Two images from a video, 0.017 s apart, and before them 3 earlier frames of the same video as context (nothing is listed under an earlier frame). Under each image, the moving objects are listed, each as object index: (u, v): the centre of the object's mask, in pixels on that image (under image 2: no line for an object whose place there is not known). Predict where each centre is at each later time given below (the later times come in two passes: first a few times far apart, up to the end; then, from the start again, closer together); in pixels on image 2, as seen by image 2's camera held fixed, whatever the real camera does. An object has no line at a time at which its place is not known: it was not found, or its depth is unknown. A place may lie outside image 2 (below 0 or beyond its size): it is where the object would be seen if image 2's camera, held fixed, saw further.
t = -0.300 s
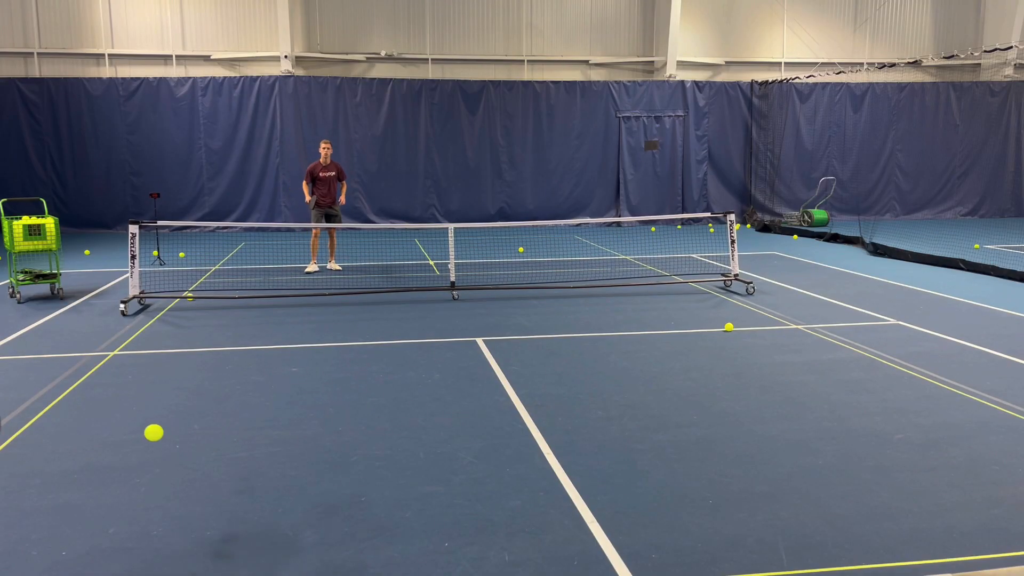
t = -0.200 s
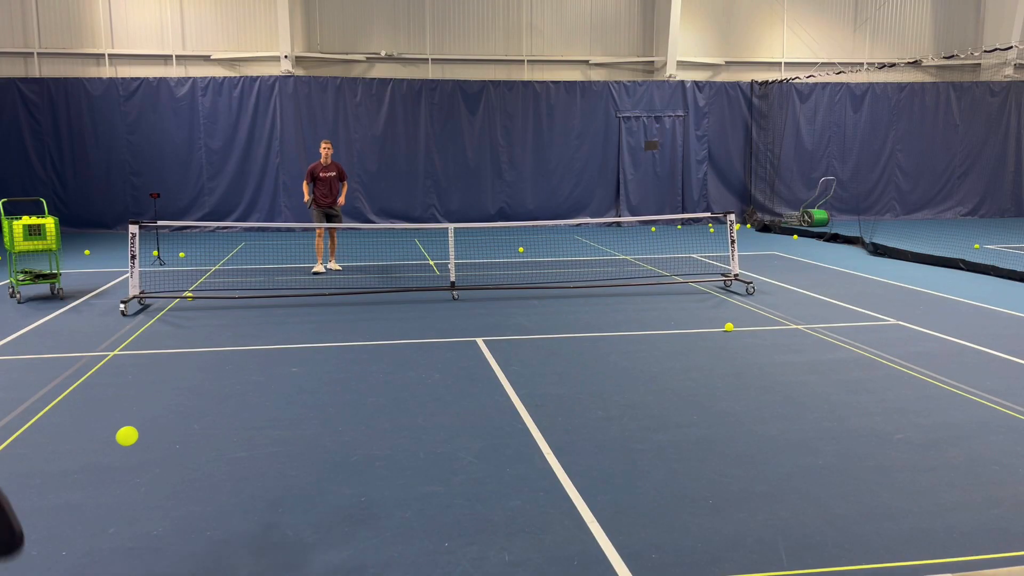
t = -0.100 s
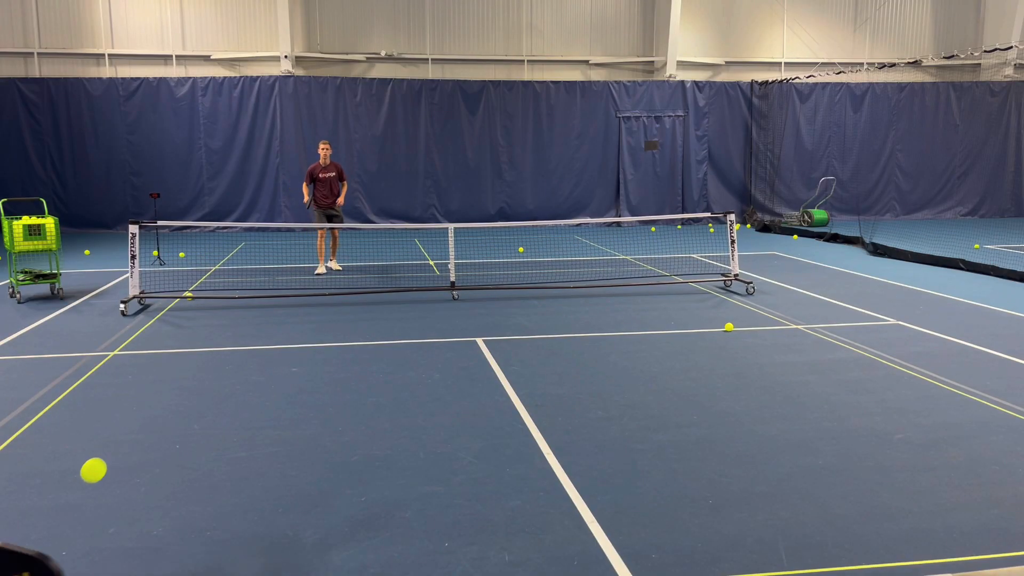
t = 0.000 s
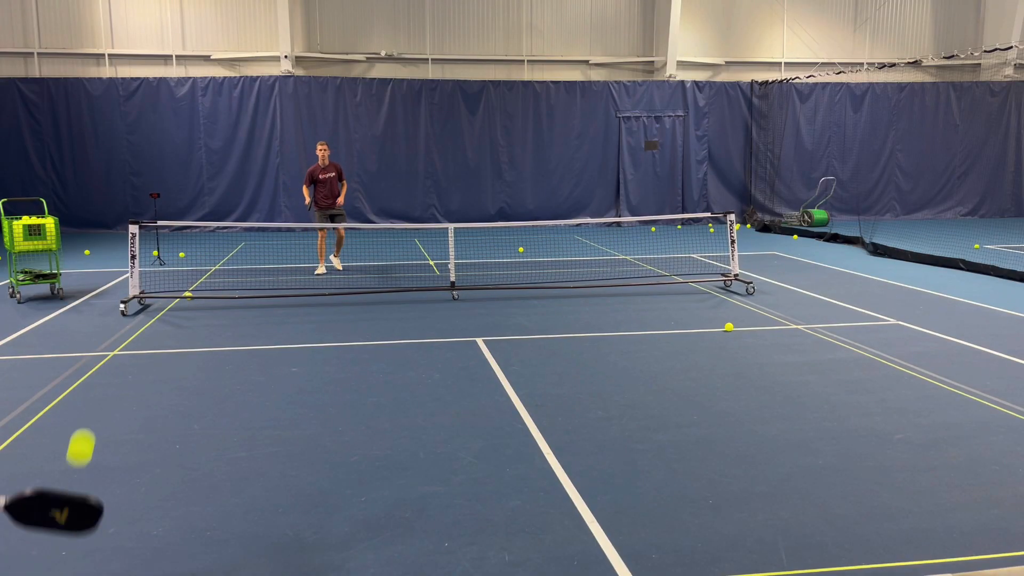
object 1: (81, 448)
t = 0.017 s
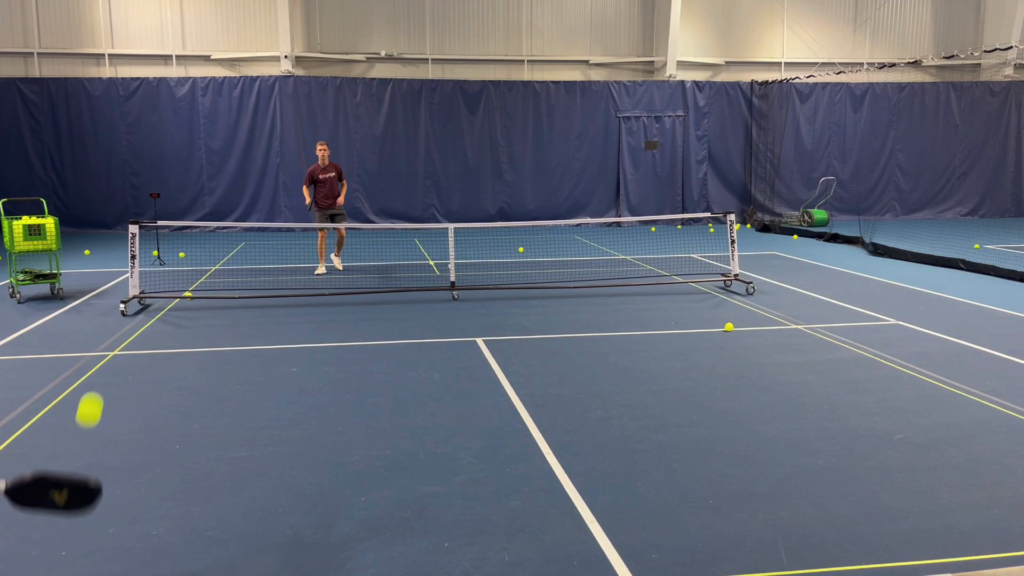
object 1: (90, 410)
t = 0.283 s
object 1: (173, 120)
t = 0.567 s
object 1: (216, 81)
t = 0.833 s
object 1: (241, 131)
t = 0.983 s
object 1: (251, 176)
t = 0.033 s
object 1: (98, 376)
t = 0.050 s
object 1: (106, 344)
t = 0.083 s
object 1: (119, 292)
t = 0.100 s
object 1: (125, 267)
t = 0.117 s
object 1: (131, 247)
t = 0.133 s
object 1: (136, 227)
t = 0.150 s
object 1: (141, 211)
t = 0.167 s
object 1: (146, 195)
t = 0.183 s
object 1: (150, 181)
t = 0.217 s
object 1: (159, 156)
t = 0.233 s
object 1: (163, 146)
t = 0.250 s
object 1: (166, 136)
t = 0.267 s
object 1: (170, 127)
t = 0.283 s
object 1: (173, 120)
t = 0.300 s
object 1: (176, 113)
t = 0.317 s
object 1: (179, 107)
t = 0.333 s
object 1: (182, 101)
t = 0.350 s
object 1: (185, 97)
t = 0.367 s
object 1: (188, 93)
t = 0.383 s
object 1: (191, 89)
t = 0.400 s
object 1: (194, 86)
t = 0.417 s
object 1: (196, 84)
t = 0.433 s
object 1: (199, 82)
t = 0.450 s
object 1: (201, 81)
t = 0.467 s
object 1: (203, 80)
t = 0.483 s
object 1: (206, 79)
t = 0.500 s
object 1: (208, 79)
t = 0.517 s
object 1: (210, 79)
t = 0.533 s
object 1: (212, 80)
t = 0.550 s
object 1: (214, 80)
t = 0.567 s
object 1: (216, 81)
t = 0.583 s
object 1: (218, 83)
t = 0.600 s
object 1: (219, 84)
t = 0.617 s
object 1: (221, 86)
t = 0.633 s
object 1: (223, 89)
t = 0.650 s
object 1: (225, 91)
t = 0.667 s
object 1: (226, 94)
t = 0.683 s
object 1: (228, 96)
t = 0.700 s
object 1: (229, 100)
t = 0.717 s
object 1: (231, 103)
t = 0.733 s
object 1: (232, 107)
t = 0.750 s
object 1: (234, 110)
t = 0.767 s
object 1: (235, 114)
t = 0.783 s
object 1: (236, 118)
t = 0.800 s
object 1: (238, 122)
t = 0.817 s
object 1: (239, 126)
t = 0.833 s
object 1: (241, 131)
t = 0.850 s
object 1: (242, 135)
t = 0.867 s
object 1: (243, 140)
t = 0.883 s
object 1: (244, 145)
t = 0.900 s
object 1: (246, 150)
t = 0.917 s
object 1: (247, 155)
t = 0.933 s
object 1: (248, 160)
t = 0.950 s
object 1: (249, 165)
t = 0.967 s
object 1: (250, 170)
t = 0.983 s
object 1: (251, 176)
